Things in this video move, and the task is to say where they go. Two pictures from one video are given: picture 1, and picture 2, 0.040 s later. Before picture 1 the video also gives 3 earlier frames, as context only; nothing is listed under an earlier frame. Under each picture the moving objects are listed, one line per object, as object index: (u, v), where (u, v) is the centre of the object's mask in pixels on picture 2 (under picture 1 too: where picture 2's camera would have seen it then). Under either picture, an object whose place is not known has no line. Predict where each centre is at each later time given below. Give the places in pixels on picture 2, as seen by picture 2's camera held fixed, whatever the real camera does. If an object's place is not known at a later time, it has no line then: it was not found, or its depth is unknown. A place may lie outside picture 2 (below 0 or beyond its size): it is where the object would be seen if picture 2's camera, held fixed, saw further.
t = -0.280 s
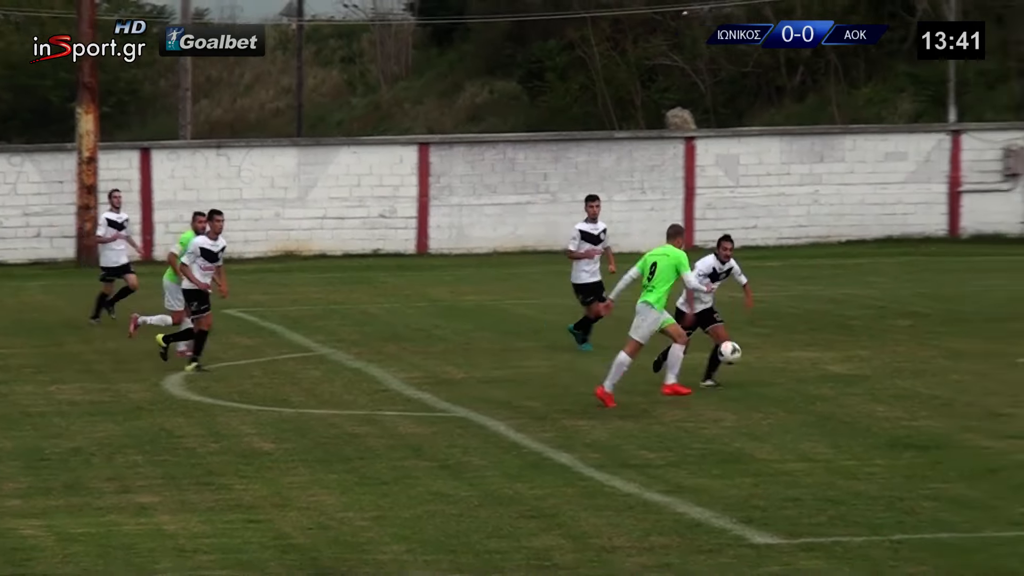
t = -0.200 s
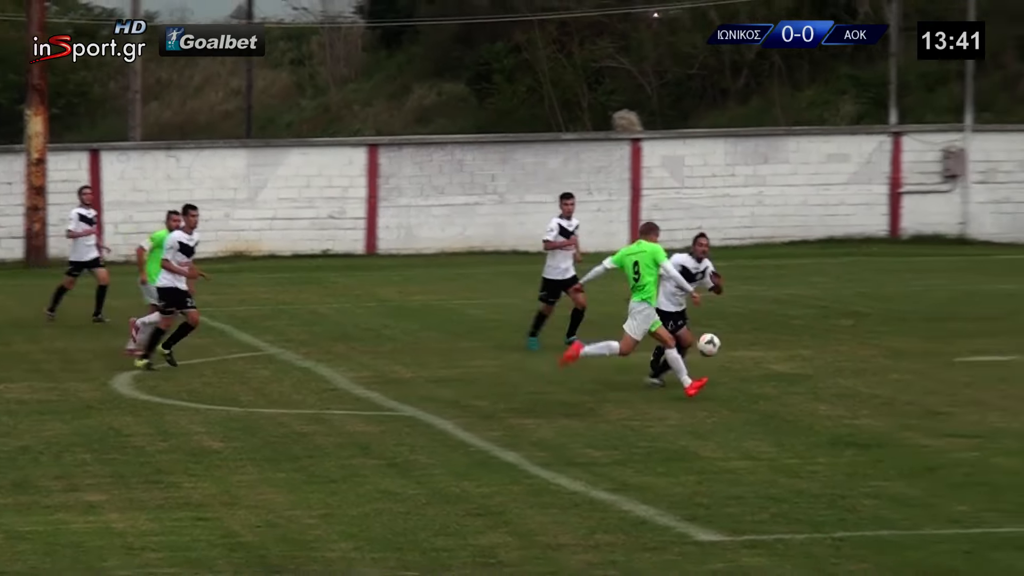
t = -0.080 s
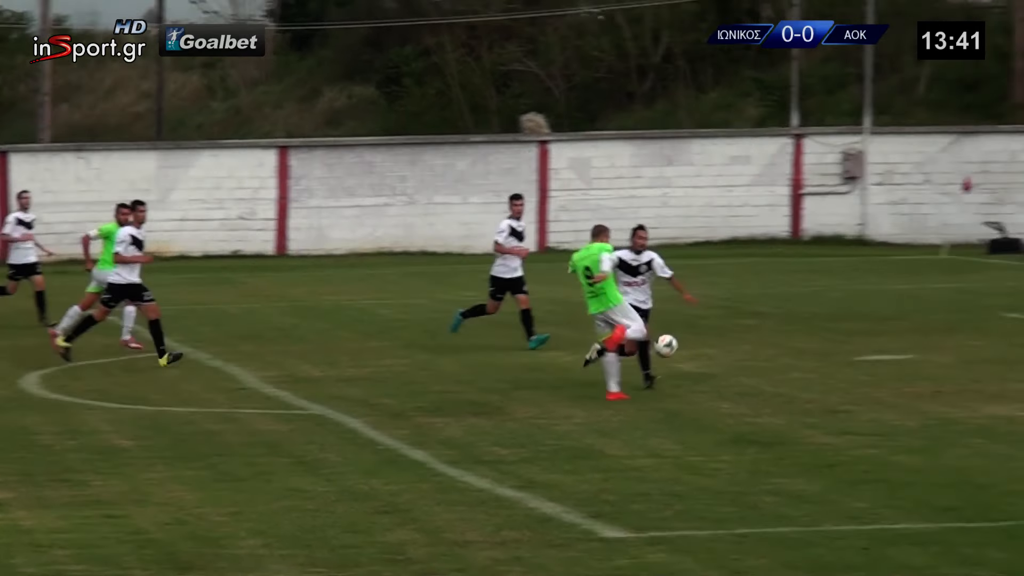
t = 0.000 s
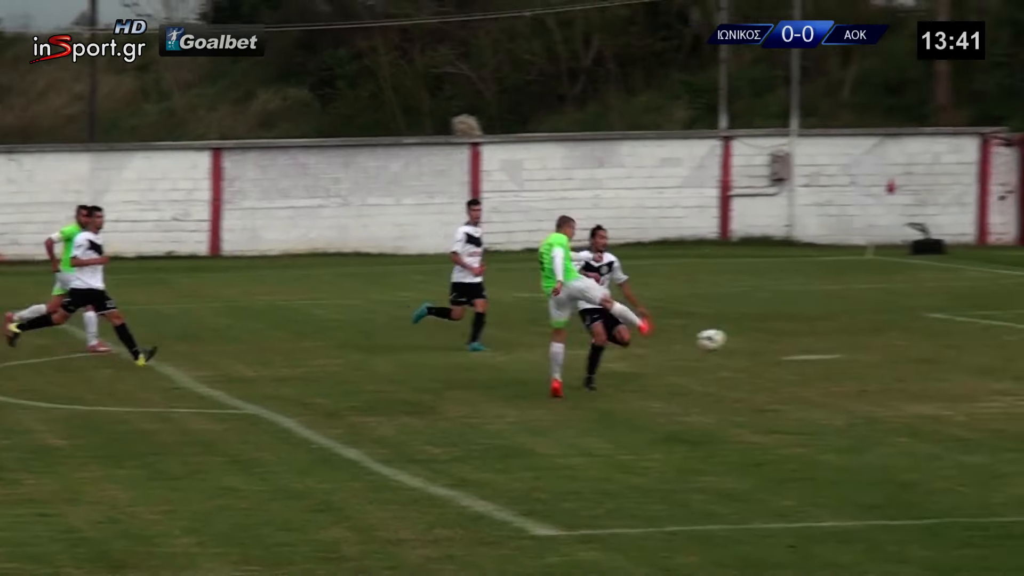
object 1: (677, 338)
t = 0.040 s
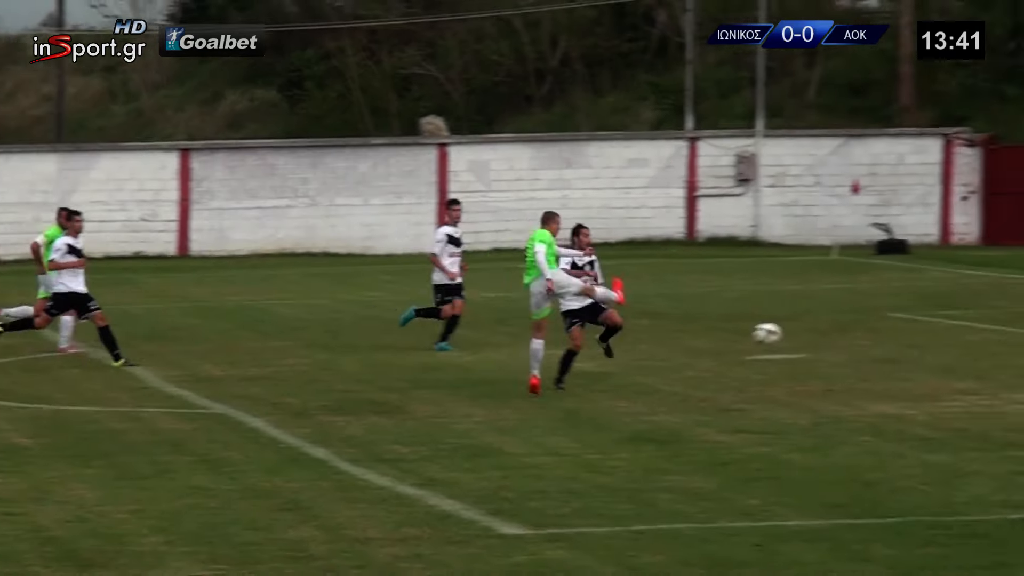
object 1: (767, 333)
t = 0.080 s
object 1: (855, 331)
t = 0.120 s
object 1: (941, 330)
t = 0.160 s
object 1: (1027, 333)
